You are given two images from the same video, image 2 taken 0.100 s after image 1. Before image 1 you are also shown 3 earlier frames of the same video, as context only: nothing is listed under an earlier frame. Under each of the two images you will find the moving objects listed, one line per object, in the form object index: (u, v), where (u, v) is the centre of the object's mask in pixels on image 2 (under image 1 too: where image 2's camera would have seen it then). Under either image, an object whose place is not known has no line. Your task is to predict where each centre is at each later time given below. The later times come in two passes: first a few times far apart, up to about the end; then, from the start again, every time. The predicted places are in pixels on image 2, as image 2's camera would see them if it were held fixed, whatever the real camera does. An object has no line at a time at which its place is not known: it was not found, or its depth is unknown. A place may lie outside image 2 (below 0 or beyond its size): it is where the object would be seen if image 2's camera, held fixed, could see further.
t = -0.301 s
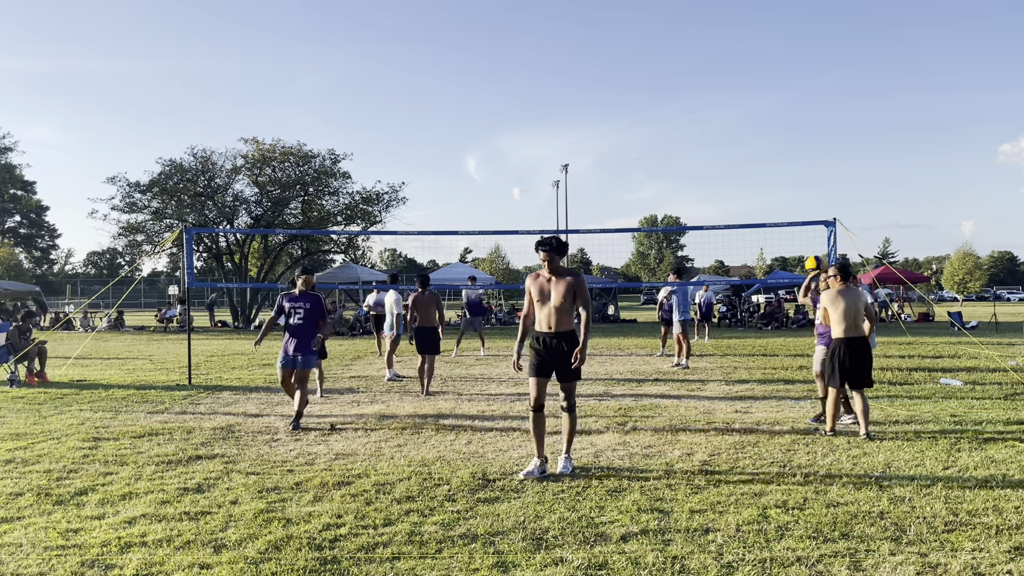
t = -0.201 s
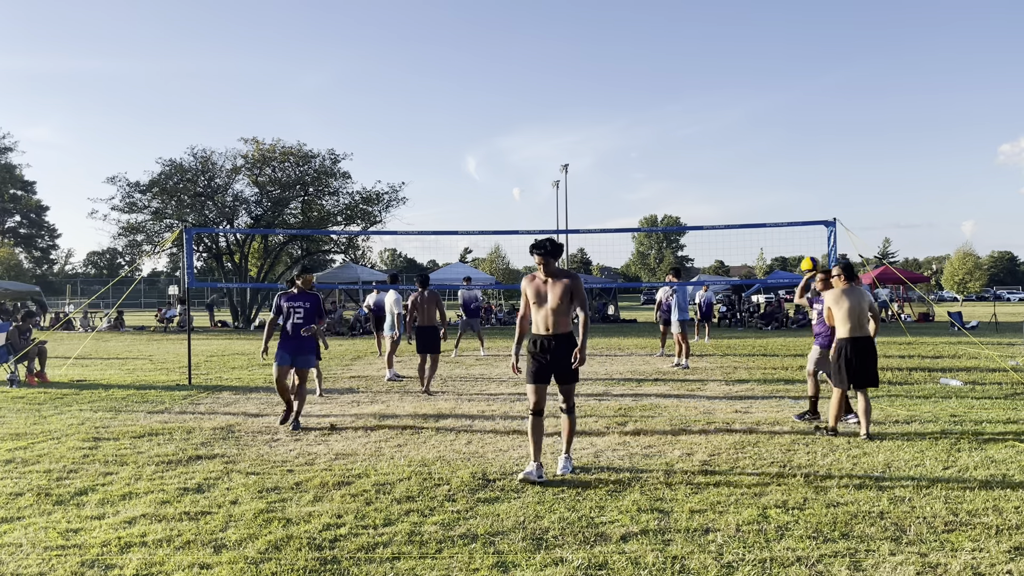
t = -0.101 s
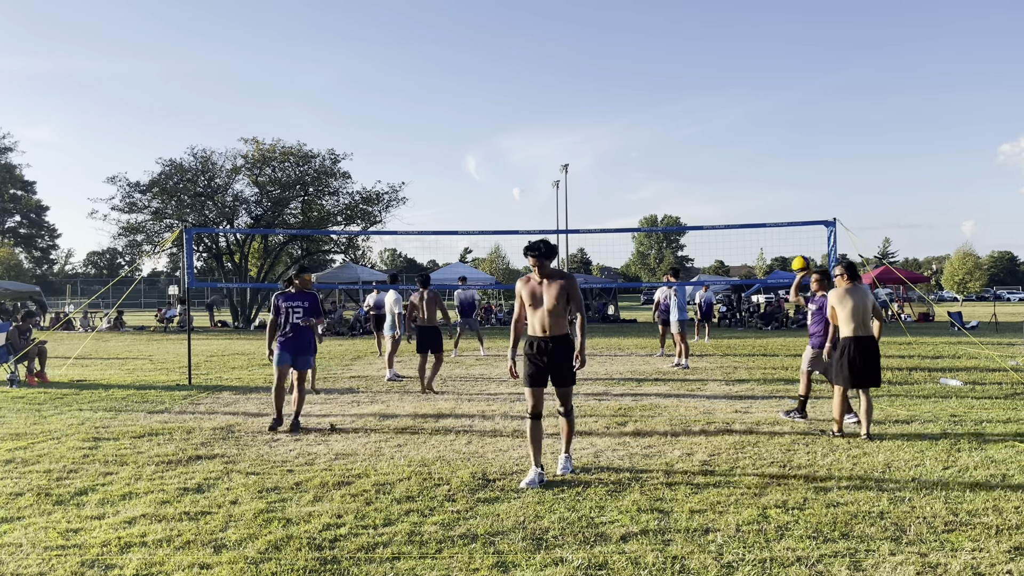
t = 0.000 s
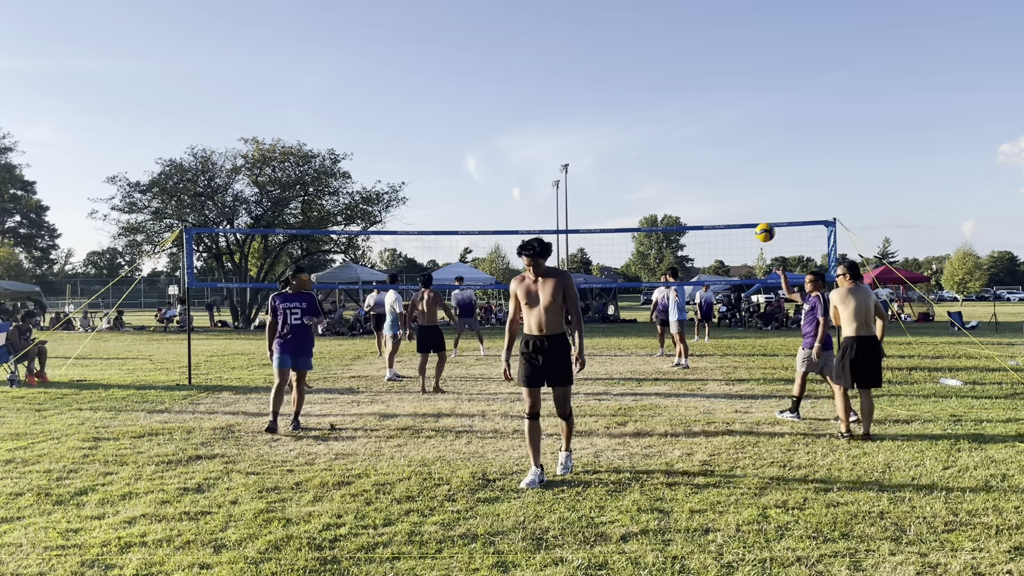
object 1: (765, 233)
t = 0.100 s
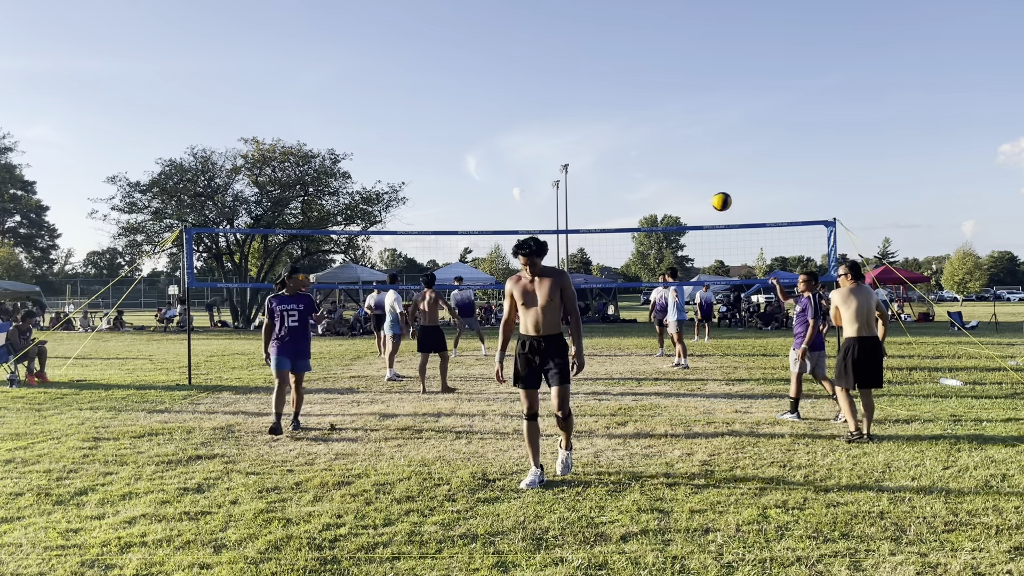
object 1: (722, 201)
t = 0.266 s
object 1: (651, 168)
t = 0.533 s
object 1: (538, 167)
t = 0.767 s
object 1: (437, 223)
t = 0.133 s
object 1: (707, 193)
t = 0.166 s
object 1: (693, 185)
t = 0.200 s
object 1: (679, 179)
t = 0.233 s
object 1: (665, 173)
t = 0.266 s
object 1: (651, 168)
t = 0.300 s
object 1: (637, 165)
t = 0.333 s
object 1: (623, 162)
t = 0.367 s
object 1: (609, 160)
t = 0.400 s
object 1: (595, 159)
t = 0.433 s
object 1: (580, 160)
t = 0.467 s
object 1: (566, 161)
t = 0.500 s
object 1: (552, 164)
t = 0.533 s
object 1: (538, 167)
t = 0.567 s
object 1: (524, 171)
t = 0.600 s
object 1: (509, 177)
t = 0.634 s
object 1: (495, 184)
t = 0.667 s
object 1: (480, 192)
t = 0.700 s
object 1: (466, 201)
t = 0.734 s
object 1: (452, 211)
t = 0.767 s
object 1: (437, 223)
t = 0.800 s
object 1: (423, 235)
